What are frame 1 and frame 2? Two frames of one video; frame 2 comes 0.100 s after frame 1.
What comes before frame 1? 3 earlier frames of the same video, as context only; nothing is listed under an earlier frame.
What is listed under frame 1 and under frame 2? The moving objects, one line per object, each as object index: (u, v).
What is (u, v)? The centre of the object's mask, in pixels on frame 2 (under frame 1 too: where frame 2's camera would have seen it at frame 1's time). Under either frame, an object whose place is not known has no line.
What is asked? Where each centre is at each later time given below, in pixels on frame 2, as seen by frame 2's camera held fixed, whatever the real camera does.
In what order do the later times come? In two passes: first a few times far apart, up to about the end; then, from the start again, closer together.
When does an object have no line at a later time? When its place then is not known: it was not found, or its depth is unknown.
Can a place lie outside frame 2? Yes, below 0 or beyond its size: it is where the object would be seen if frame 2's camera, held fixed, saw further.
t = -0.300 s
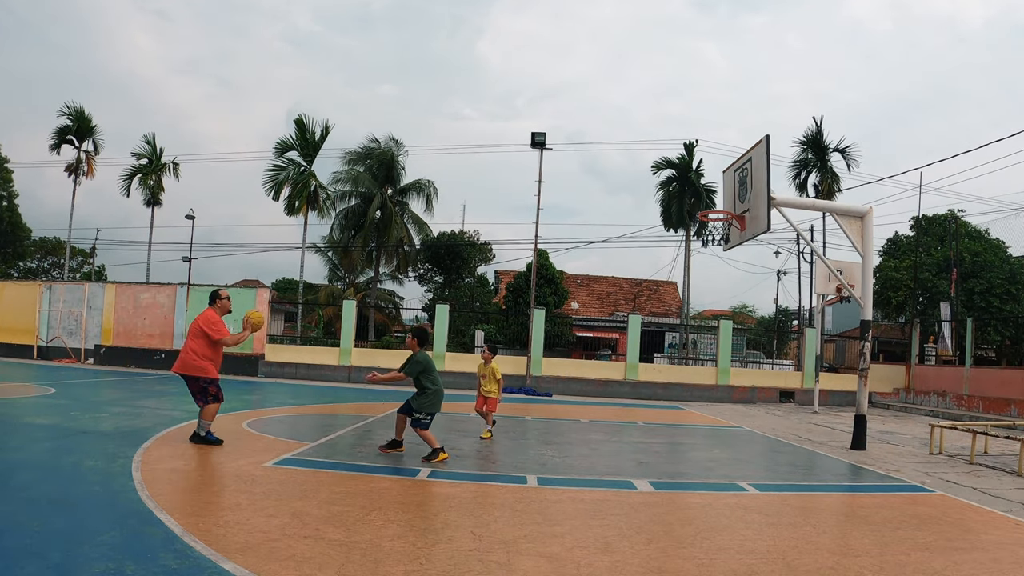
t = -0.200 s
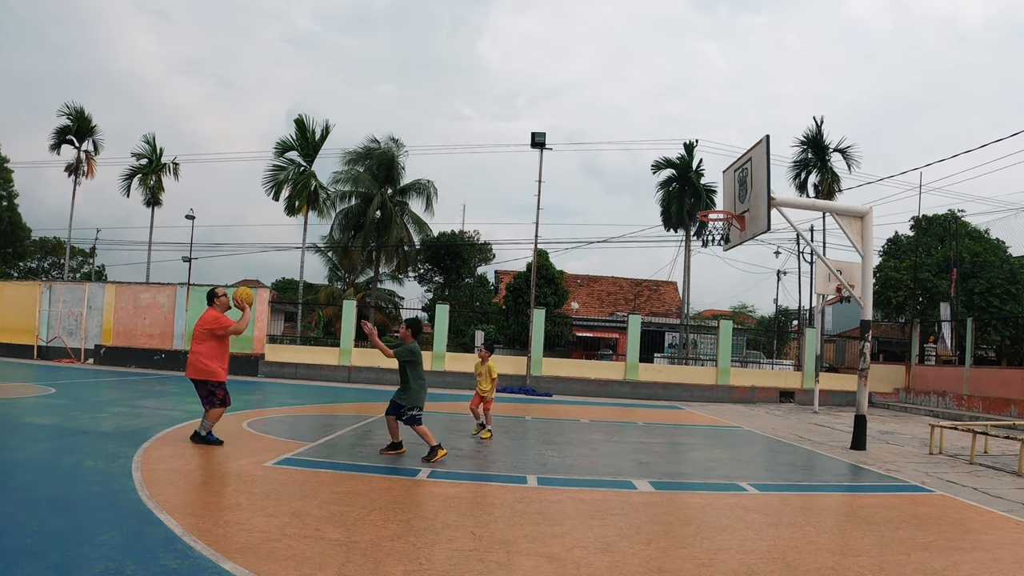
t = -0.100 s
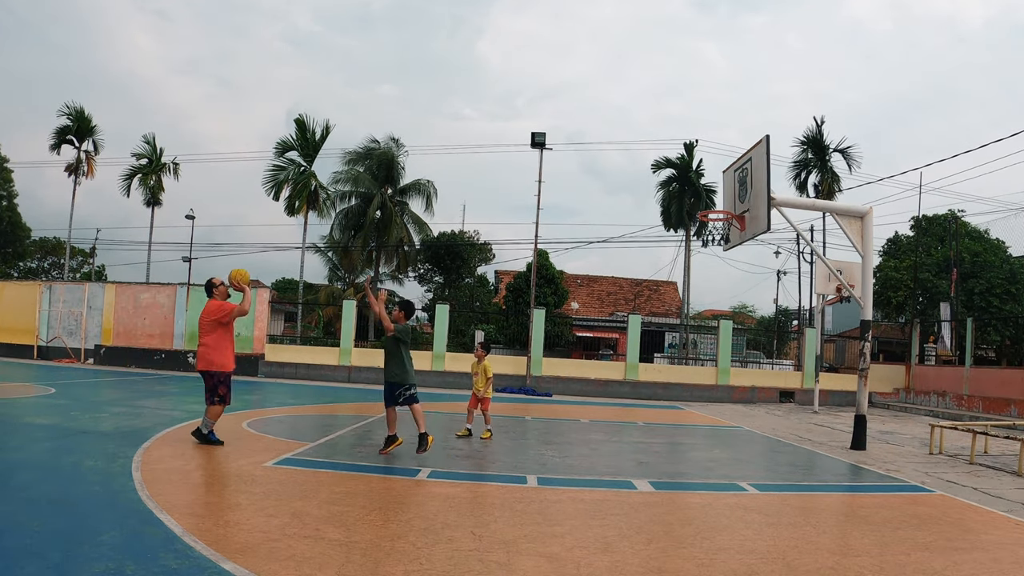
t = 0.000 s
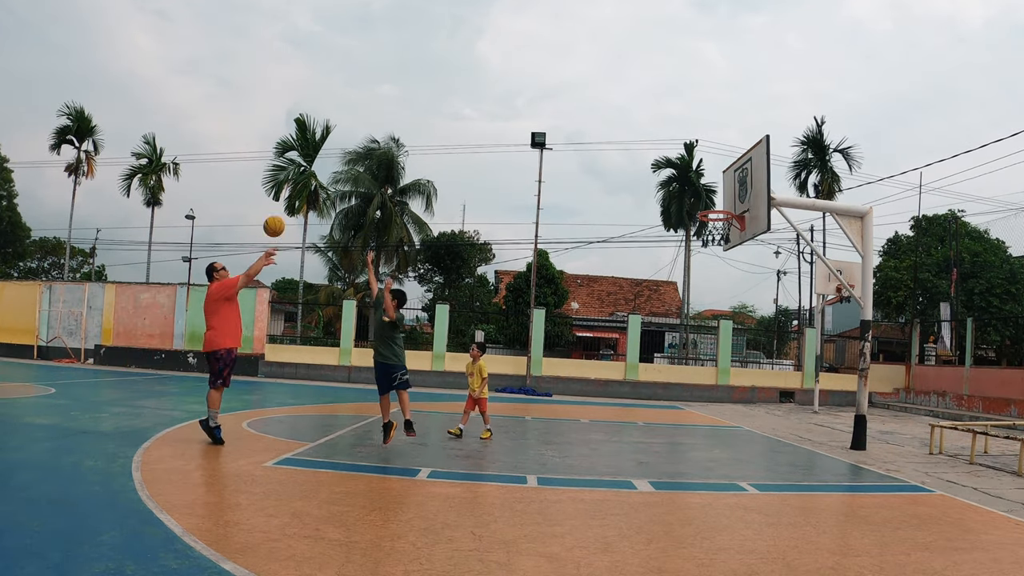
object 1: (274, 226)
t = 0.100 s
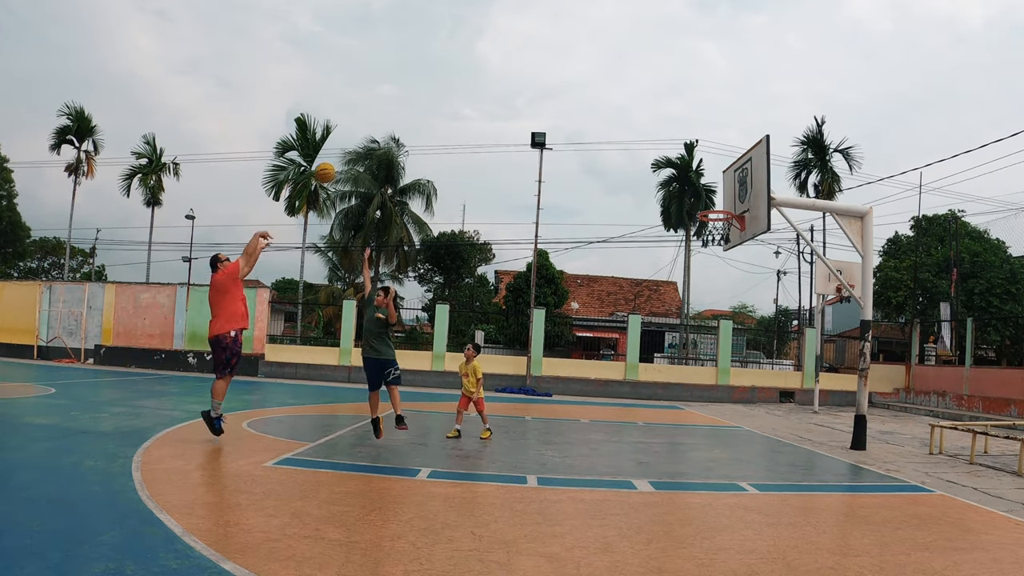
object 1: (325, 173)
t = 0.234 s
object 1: (388, 120)
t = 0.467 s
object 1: (484, 76)
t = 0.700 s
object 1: (567, 79)
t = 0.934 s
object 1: (638, 120)
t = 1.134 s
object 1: (693, 183)
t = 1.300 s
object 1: (730, 247)
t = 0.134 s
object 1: (341, 157)
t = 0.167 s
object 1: (357, 144)
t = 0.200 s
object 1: (372, 131)
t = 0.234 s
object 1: (388, 120)
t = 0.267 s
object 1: (402, 111)
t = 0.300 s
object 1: (417, 102)
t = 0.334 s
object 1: (431, 95)
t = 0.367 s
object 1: (445, 89)
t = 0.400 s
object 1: (458, 84)
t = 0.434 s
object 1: (471, 79)
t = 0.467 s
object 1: (484, 76)
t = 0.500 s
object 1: (497, 74)
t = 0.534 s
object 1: (509, 73)
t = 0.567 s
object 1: (522, 73)
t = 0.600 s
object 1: (533, 73)
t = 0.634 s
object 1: (545, 74)
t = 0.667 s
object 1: (556, 76)
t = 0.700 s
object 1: (567, 79)
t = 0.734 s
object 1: (577, 83)
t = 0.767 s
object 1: (588, 87)
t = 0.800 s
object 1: (598, 92)
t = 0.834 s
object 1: (609, 98)
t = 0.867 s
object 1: (618, 105)
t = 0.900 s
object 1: (628, 112)
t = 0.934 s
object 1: (638, 120)
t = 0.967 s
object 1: (647, 129)
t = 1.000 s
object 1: (657, 138)
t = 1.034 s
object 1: (666, 148)
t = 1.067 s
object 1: (675, 160)
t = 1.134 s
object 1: (693, 183)
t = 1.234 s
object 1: (718, 224)
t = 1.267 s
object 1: (724, 236)
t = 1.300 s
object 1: (730, 247)
